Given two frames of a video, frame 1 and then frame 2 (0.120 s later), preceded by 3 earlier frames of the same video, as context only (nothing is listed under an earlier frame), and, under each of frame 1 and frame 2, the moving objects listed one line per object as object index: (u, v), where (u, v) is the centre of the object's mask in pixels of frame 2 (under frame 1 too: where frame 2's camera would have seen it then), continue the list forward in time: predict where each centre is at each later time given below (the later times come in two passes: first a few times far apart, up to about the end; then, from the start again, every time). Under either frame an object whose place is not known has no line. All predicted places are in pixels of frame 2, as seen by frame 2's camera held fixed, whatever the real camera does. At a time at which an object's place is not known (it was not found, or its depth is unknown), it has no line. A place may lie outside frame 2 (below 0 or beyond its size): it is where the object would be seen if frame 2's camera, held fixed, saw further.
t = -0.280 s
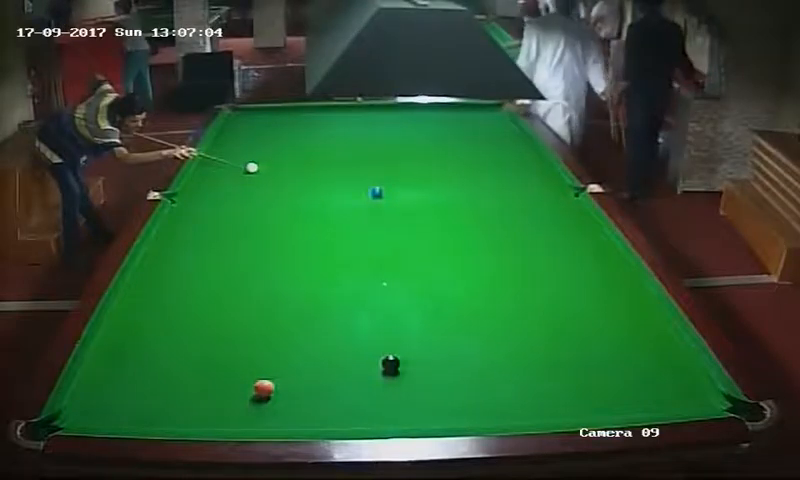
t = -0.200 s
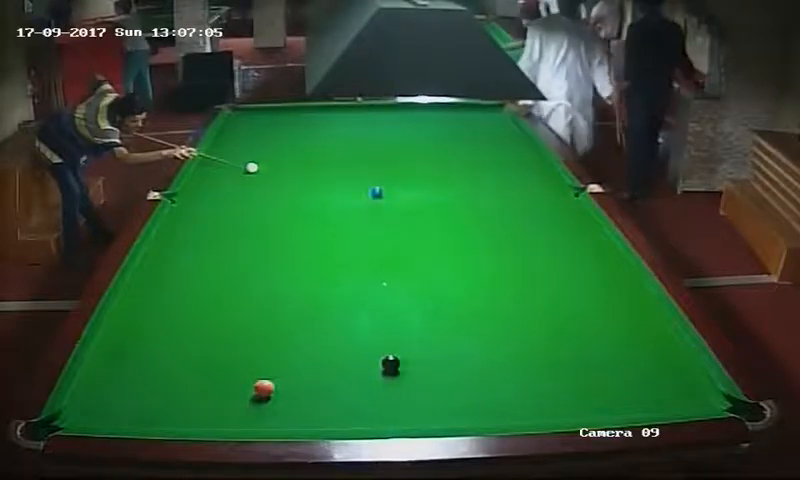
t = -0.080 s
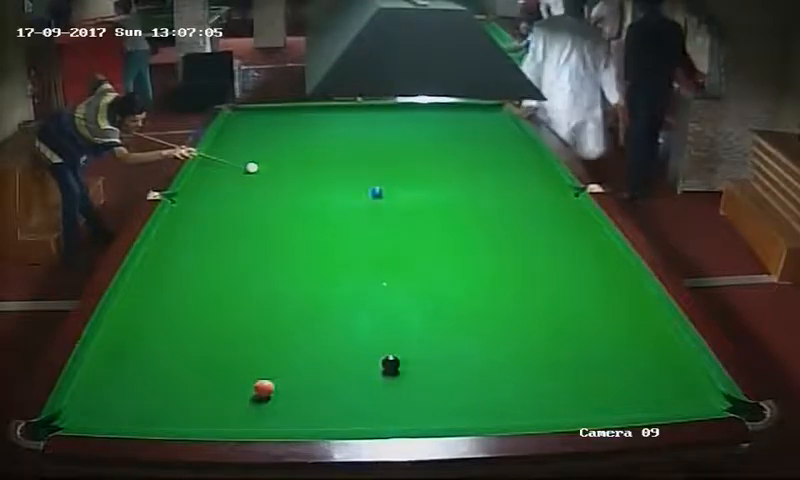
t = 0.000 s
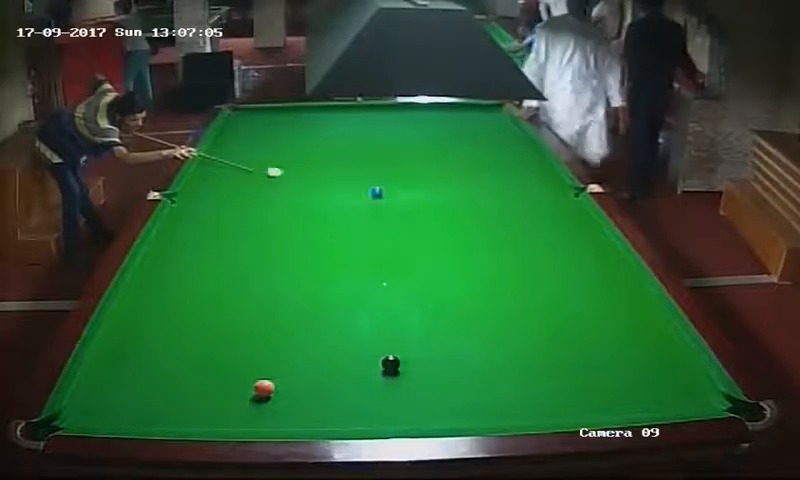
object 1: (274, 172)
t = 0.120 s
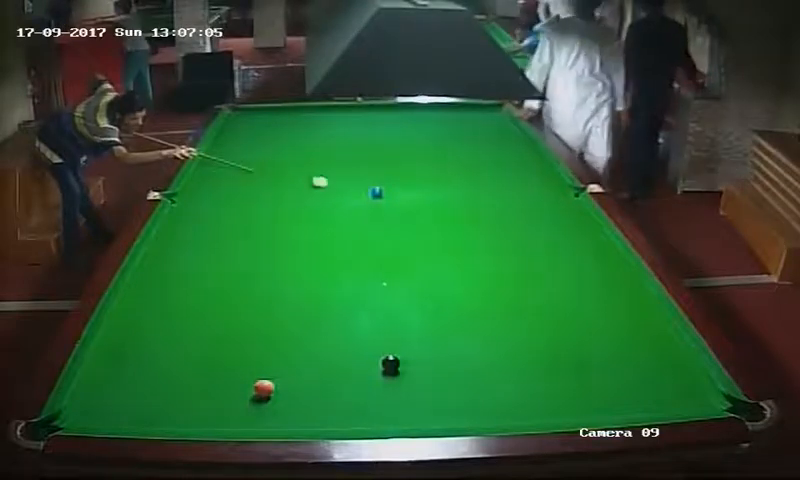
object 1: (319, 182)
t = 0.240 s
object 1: (361, 191)
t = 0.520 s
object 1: (371, 209)
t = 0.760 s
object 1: (377, 225)
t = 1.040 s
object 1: (384, 244)
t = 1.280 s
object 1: (392, 263)
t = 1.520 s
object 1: (399, 282)
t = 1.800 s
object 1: (408, 306)
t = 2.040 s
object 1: (416, 328)
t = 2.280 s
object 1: (425, 350)
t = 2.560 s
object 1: (436, 378)
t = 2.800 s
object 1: (445, 403)
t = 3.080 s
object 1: (452, 415)
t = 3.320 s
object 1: (448, 401)
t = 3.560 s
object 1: (445, 387)
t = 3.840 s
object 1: (440, 374)
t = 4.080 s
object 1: (438, 364)
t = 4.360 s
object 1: (435, 354)
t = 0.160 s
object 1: (333, 185)
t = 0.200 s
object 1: (347, 188)
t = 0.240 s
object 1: (361, 191)
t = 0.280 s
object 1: (366, 194)
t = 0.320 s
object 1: (367, 197)
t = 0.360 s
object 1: (367, 199)
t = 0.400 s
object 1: (368, 202)
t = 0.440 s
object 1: (369, 204)
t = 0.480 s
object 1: (370, 207)
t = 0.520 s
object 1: (371, 209)
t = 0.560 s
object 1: (372, 212)
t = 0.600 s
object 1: (374, 214)
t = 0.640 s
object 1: (374, 217)
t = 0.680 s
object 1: (375, 220)
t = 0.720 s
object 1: (376, 223)
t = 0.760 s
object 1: (377, 225)
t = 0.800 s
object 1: (378, 228)
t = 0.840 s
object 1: (379, 231)
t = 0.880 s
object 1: (380, 233)
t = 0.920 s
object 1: (381, 236)
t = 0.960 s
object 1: (382, 239)
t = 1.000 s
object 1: (384, 242)
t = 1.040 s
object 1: (384, 244)
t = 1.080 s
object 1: (385, 247)
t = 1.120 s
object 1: (387, 250)
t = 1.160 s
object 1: (388, 253)
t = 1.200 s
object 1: (389, 257)
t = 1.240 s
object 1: (390, 259)
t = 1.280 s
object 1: (392, 263)
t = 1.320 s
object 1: (393, 266)
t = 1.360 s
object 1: (394, 269)
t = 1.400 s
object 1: (395, 272)
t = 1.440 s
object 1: (396, 275)
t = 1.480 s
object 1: (398, 278)
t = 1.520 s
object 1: (399, 282)
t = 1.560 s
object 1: (400, 286)
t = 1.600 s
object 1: (401, 289)
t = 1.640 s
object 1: (403, 292)
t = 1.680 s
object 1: (404, 295)
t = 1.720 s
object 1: (405, 299)
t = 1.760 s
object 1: (406, 302)
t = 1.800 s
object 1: (408, 306)
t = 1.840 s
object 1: (409, 309)
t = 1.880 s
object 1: (411, 313)
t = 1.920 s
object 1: (412, 316)
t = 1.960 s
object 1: (413, 320)
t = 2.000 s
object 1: (415, 324)
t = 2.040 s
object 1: (416, 328)
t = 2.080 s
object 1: (418, 332)
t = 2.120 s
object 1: (419, 335)
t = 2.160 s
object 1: (420, 339)
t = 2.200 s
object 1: (422, 343)
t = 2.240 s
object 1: (423, 347)
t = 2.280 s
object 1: (425, 350)
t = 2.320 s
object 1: (427, 355)
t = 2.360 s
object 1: (428, 359)
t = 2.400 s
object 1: (430, 363)
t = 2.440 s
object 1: (432, 367)
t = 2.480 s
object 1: (433, 370)
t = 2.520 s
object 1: (434, 374)
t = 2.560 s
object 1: (436, 378)
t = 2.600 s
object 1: (437, 382)
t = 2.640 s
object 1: (439, 387)
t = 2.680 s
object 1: (441, 391)
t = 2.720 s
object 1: (442, 395)
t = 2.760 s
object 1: (444, 400)
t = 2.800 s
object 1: (445, 403)
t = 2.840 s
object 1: (447, 408)
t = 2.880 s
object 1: (448, 412)
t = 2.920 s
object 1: (450, 414)
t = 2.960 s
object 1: (452, 416)
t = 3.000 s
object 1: (453, 419)
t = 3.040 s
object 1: (453, 417)
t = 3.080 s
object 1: (452, 415)
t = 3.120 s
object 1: (451, 414)
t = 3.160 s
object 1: (451, 412)
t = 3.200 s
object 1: (450, 409)
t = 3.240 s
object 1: (450, 406)
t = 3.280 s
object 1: (449, 404)
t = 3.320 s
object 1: (448, 401)
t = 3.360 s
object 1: (447, 399)
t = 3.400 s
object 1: (447, 396)
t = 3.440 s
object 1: (447, 394)
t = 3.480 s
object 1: (446, 392)
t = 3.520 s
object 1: (445, 390)
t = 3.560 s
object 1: (445, 387)
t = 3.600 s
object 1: (444, 386)
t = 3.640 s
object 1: (443, 384)
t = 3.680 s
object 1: (443, 382)
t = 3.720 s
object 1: (442, 380)
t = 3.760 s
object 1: (441, 378)
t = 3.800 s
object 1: (441, 376)
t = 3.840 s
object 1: (440, 374)
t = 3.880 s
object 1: (440, 372)
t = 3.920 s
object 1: (439, 371)
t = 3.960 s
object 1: (439, 369)
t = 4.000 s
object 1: (438, 367)
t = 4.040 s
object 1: (438, 366)
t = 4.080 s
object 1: (438, 364)
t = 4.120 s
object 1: (437, 363)
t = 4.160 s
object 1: (437, 361)
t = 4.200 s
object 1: (436, 359)
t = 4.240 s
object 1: (436, 358)
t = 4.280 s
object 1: (435, 357)
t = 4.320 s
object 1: (435, 356)
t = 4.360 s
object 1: (435, 354)
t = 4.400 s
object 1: (435, 353)
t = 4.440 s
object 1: (435, 352)
